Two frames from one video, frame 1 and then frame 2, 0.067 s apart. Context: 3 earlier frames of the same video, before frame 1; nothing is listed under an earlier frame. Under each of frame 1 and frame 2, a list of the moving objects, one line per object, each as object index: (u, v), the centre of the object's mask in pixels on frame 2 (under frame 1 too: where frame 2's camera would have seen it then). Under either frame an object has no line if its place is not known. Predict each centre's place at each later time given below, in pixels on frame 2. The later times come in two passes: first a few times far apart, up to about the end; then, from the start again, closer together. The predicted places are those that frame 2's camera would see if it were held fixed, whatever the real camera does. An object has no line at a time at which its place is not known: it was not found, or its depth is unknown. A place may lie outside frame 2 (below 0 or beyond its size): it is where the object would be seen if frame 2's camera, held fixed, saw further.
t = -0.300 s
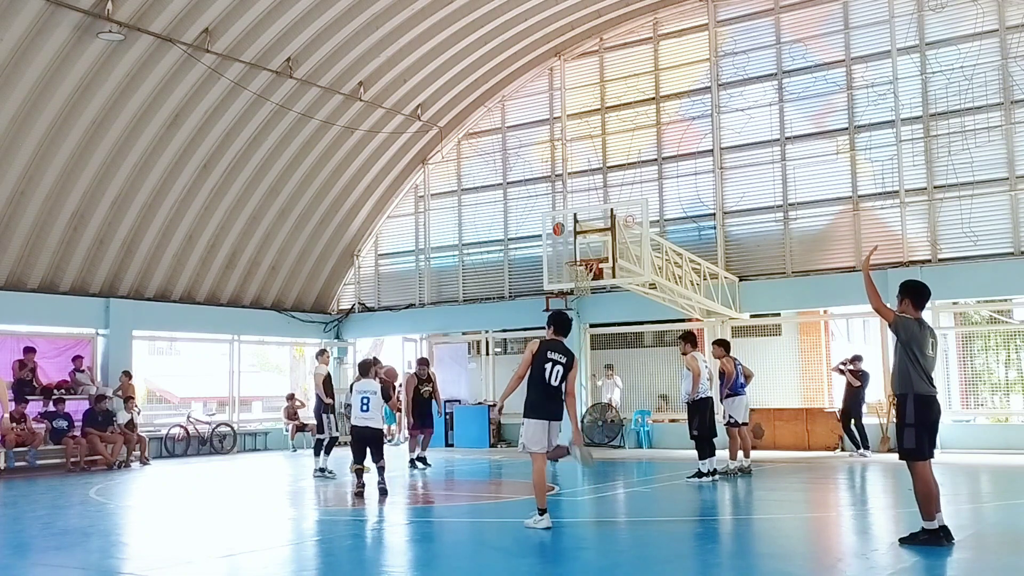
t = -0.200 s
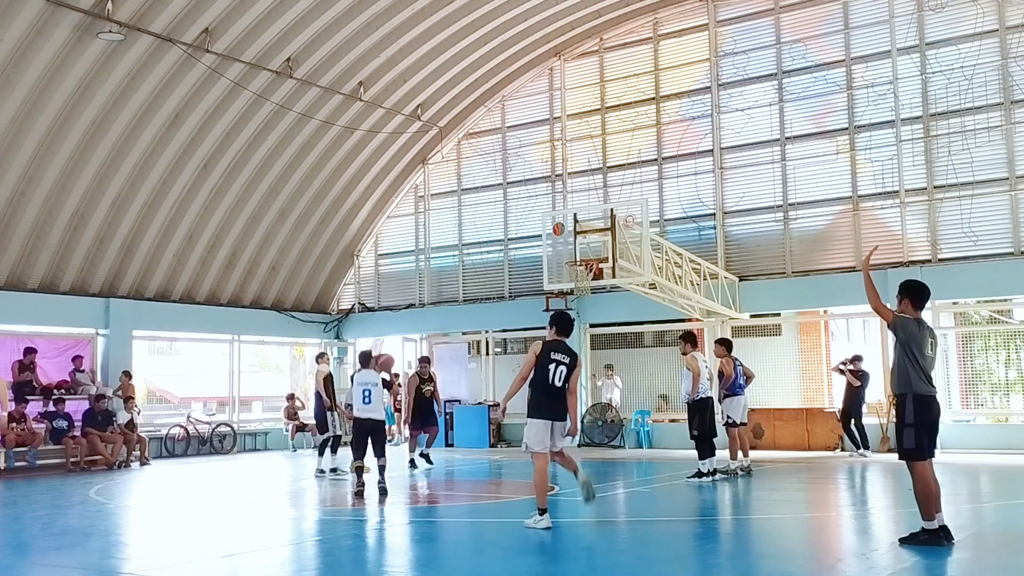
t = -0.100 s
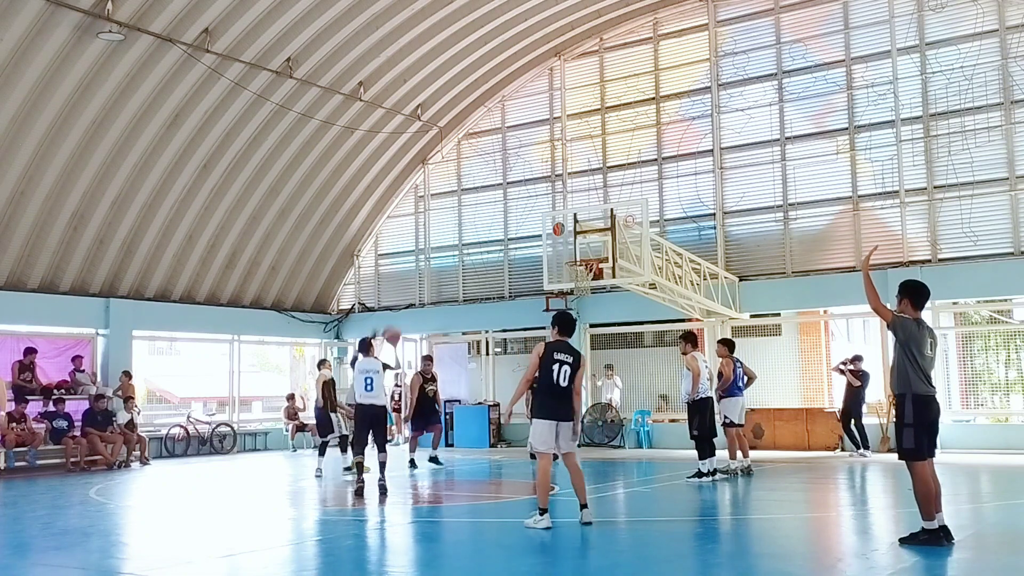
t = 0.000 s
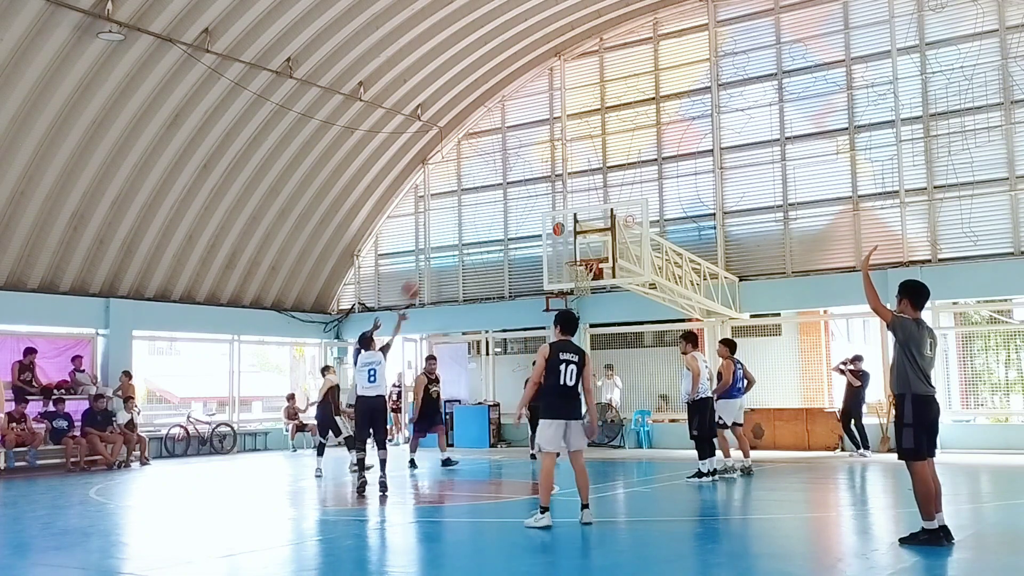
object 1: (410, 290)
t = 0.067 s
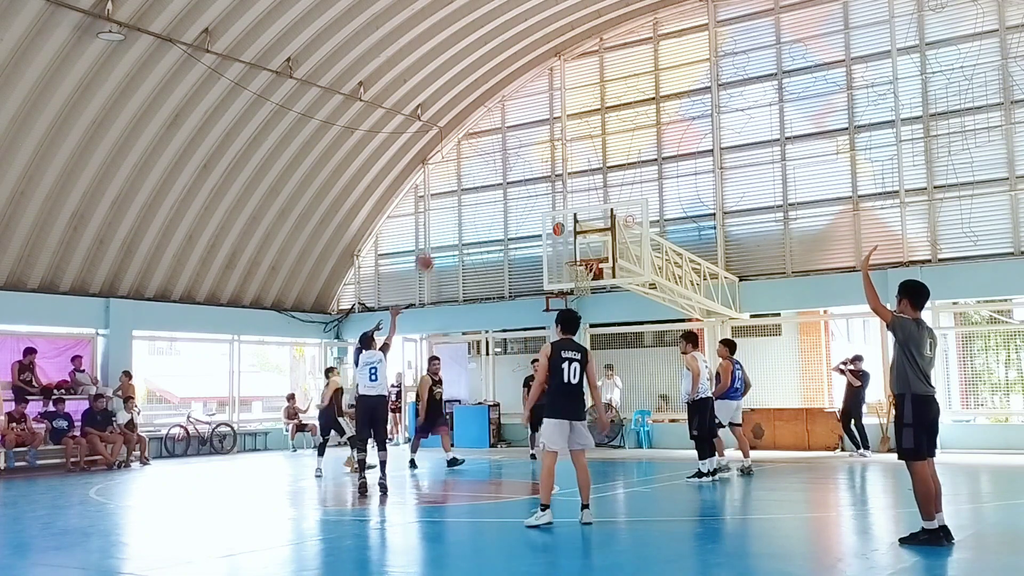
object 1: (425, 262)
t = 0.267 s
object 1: (465, 204)
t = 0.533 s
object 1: (514, 180)
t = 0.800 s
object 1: (555, 204)
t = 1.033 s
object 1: (587, 255)
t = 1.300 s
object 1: (582, 195)
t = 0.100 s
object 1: (432, 251)
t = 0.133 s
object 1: (439, 239)
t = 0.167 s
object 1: (446, 228)
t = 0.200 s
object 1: (453, 219)
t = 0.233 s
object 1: (460, 211)
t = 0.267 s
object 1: (465, 204)
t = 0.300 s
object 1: (472, 197)
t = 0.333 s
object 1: (478, 193)
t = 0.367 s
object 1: (485, 188)
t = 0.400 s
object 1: (491, 186)
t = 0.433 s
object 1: (497, 183)
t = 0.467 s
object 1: (503, 182)
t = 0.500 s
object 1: (508, 180)
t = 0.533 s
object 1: (514, 180)
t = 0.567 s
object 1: (519, 181)
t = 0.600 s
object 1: (525, 182)
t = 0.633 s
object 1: (530, 184)
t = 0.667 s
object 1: (535, 187)
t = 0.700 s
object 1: (540, 190)
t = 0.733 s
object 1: (545, 195)
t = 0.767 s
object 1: (550, 200)
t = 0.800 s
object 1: (555, 204)
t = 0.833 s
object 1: (560, 211)
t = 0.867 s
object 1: (565, 218)
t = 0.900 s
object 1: (569, 226)
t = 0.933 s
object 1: (574, 233)
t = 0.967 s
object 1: (580, 241)
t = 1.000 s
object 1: (584, 252)
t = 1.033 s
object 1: (587, 255)
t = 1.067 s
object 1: (586, 245)
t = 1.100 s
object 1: (585, 236)
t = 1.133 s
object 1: (584, 228)
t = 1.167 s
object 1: (583, 220)
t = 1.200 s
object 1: (583, 213)
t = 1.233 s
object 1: (583, 206)
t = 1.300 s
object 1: (582, 195)
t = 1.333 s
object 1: (581, 191)
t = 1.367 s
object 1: (581, 188)
